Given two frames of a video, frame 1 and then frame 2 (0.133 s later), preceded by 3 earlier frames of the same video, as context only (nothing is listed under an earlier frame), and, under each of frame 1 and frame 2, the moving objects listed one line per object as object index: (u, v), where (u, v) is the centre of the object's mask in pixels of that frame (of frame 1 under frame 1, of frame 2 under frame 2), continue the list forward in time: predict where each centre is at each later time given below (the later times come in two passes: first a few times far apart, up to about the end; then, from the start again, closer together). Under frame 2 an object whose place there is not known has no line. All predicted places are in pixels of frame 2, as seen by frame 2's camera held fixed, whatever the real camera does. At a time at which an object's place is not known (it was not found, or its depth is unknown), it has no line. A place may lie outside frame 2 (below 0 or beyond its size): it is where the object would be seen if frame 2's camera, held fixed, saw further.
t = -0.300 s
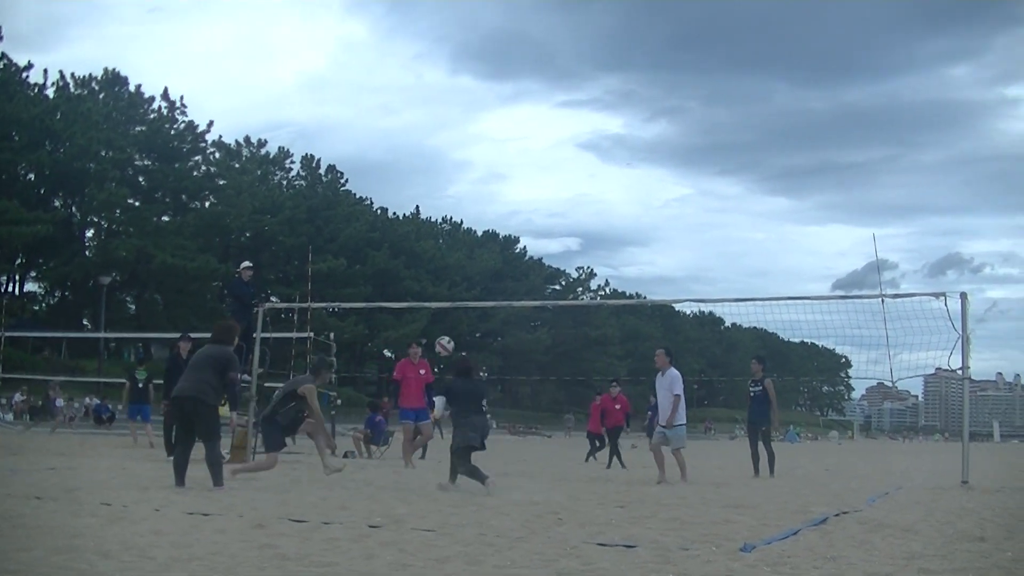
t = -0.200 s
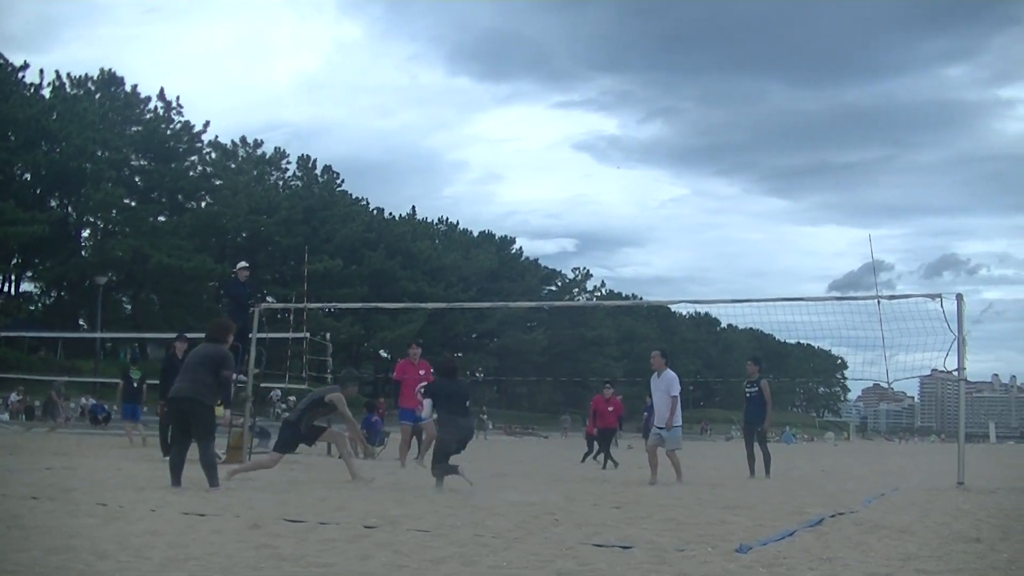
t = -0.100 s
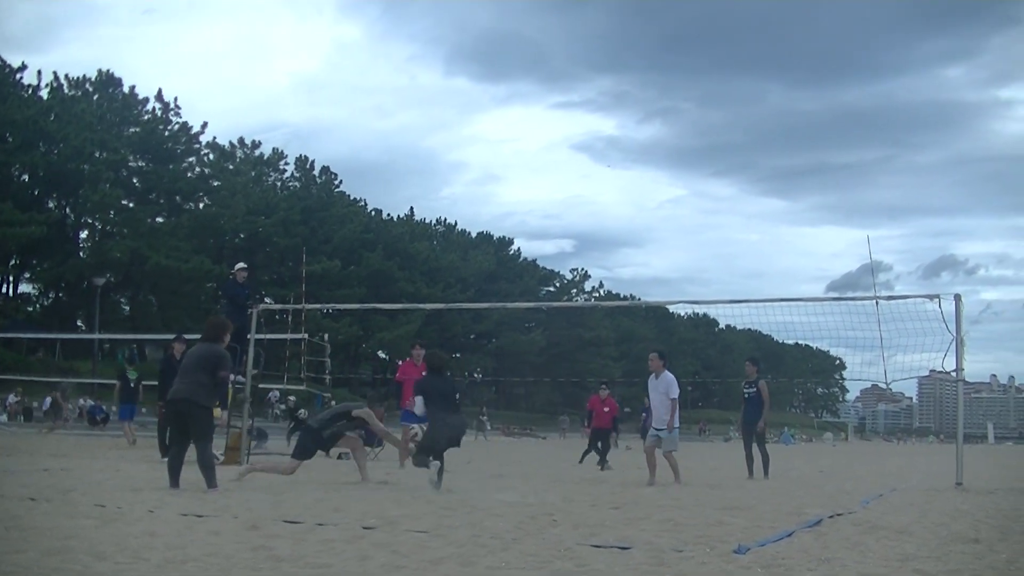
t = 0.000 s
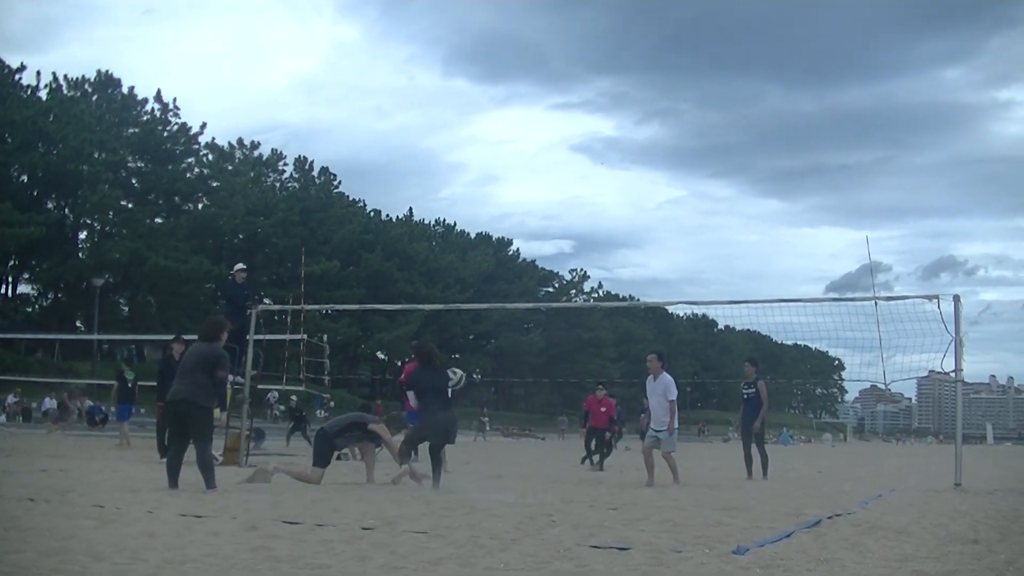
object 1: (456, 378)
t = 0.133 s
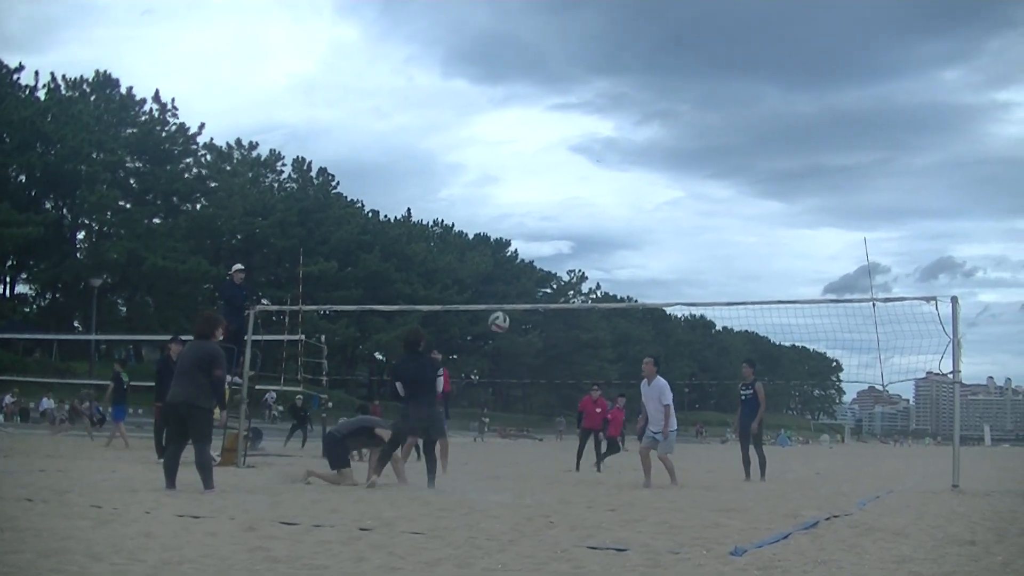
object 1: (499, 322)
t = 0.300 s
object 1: (552, 277)
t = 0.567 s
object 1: (631, 257)
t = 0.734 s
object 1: (676, 275)
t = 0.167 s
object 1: (510, 310)
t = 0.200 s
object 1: (521, 300)
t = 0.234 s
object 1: (532, 291)
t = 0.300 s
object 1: (552, 277)
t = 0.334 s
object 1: (563, 270)
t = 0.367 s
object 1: (573, 266)
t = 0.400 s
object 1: (583, 262)
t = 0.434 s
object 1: (593, 259)
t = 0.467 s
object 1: (603, 257)
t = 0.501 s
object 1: (612, 256)
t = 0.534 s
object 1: (622, 256)
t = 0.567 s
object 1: (631, 257)
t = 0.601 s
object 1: (640, 259)
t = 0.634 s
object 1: (649, 262)
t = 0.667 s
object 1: (658, 265)
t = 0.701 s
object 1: (667, 270)
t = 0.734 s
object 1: (676, 275)
